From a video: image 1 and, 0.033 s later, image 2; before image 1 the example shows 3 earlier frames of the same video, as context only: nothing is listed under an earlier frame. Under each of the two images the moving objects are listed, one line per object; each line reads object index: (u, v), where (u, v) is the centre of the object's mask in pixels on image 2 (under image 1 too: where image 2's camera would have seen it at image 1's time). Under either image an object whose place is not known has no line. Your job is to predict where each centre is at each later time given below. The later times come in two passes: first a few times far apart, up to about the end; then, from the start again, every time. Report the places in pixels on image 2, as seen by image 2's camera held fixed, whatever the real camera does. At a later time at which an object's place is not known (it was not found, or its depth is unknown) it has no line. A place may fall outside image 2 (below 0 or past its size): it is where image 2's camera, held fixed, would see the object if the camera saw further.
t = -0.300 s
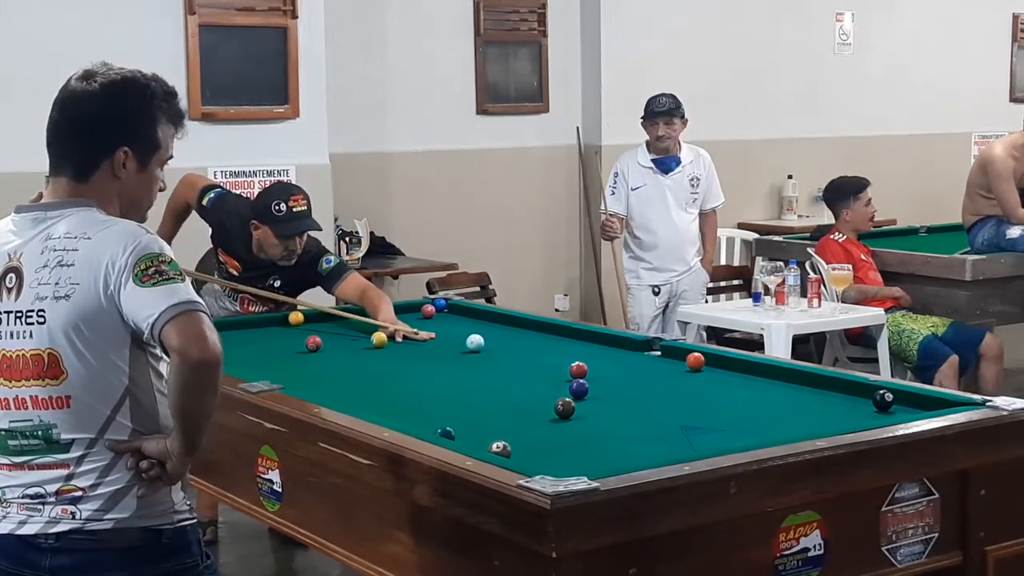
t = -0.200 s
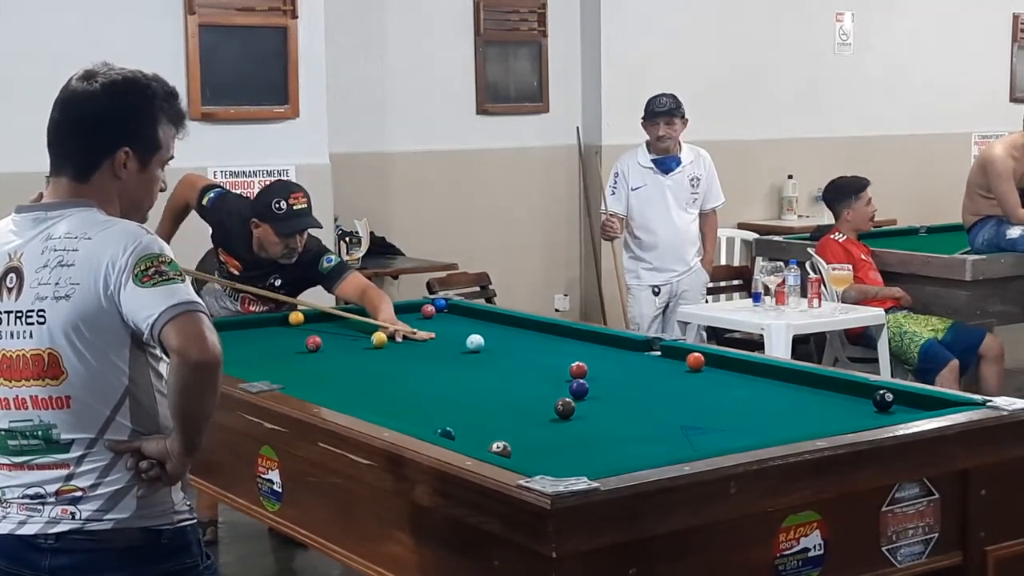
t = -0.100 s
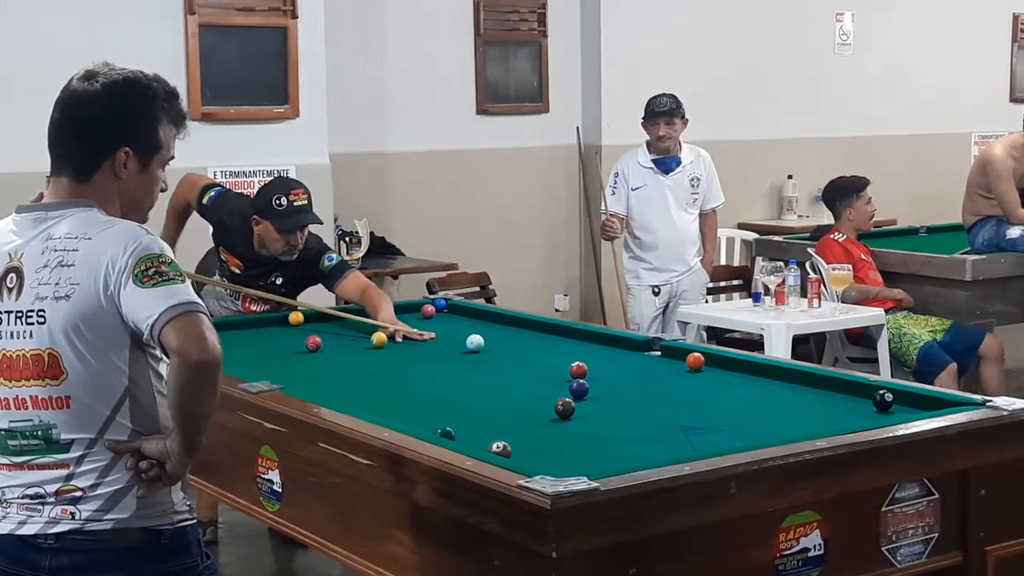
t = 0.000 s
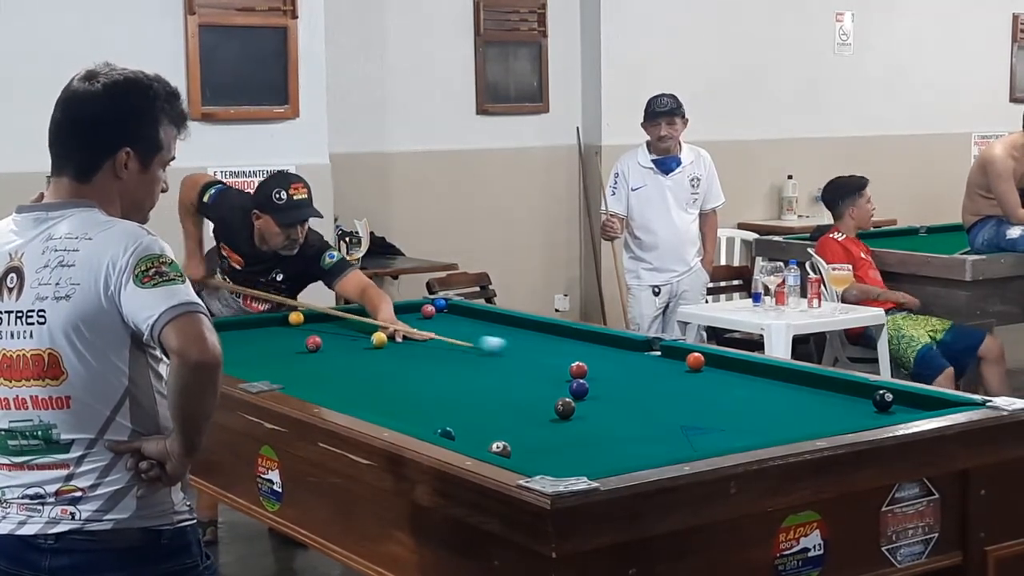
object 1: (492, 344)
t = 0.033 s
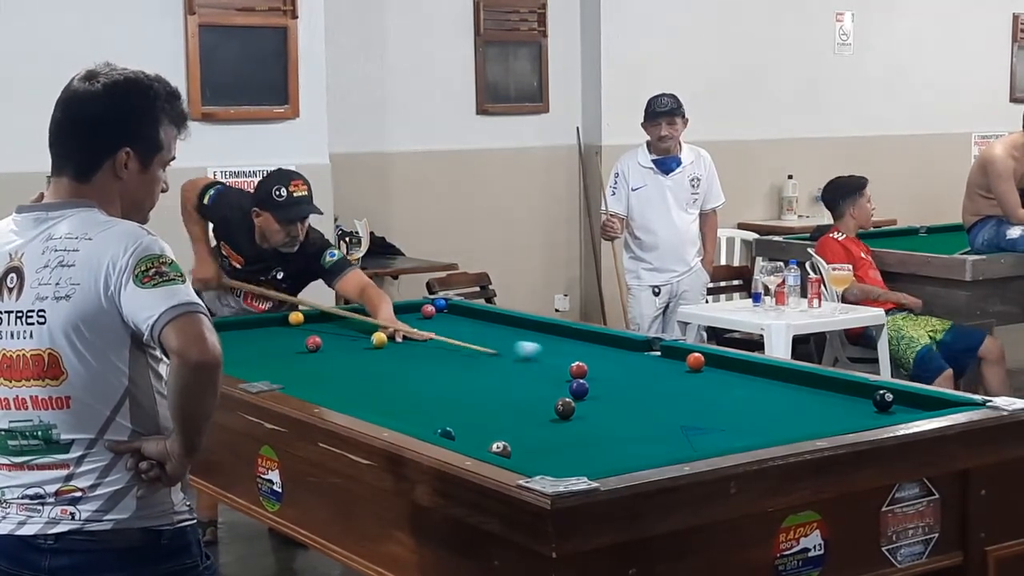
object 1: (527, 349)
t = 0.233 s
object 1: (757, 381)
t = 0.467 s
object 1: (888, 406)
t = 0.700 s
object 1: (898, 410)
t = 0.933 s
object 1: (851, 412)
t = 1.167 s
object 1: (808, 411)
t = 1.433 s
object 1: (762, 408)
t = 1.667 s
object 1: (726, 406)
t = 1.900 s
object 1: (694, 404)
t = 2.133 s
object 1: (664, 402)
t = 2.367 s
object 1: (638, 400)
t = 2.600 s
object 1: (614, 398)
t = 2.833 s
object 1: (595, 397)
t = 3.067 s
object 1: (578, 395)
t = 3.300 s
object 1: (563, 392)
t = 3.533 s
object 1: (551, 393)
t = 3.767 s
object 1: (543, 393)
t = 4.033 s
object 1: (536, 392)
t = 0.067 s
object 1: (563, 354)
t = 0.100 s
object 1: (601, 359)
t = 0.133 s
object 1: (638, 365)
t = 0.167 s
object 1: (676, 371)
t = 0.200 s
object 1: (717, 376)
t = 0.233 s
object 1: (757, 381)
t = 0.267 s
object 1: (799, 387)
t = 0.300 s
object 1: (841, 393)
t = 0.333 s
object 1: (865, 398)
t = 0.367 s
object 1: (872, 400)
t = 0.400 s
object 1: (878, 402)
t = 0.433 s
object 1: (883, 405)
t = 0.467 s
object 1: (888, 406)
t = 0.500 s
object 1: (893, 407)
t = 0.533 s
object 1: (897, 408)
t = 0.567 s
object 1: (902, 408)
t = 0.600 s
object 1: (907, 410)
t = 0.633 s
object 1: (911, 410)
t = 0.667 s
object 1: (905, 410)
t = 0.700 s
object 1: (898, 410)
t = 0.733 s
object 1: (891, 411)
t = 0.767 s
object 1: (884, 410)
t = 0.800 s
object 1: (877, 410)
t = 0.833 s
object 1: (870, 411)
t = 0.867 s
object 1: (864, 412)
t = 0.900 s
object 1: (858, 412)
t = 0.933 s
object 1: (851, 412)
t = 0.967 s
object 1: (845, 413)
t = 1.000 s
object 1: (838, 412)
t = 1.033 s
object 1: (832, 411)
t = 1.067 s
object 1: (826, 411)
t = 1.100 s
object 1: (820, 411)
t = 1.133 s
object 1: (814, 410)
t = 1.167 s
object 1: (808, 411)
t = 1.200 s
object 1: (802, 410)
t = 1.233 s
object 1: (796, 409)
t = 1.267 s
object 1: (790, 409)
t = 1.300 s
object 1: (784, 410)
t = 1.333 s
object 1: (779, 409)
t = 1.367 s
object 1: (773, 408)
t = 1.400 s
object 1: (768, 408)
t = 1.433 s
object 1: (762, 408)
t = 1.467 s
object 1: (757, 408)
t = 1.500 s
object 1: (752, 407)
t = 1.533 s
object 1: (747, 407)
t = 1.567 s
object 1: (741, 407)
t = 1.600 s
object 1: (736, 406)
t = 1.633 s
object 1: (731, 406)
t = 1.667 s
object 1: (726, 406)
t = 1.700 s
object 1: (721, 406)
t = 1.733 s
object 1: (717, 405)
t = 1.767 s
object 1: (712, 405)
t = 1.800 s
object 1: (707, 405)
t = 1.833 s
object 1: (702, 405)
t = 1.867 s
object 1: (698, 404)
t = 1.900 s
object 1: (694, 404)
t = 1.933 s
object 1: (689, 404)
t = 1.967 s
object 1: (685, 404)
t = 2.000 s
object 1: (681, 403)
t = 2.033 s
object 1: (676, 403)
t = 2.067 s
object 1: (672, 402)
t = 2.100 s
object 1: (668, 402)
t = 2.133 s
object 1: (664, 402)
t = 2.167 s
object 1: (660, 402)
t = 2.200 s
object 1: (656, 401)
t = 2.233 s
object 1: (652, 401)
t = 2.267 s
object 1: (649, 401)
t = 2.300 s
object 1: (645, 400)
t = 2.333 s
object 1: (641, 400)
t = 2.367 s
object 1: (638, 400)
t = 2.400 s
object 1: (634, 400)
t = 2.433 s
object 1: (631, 399)
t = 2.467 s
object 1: (627, 399)
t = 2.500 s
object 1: (624, 399)
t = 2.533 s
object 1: (621, 399)
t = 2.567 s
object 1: (618, 399)
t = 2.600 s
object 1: (614, 398)
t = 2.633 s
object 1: (611, 398)
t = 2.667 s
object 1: (609, 398)
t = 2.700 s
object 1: (606, 398)
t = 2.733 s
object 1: (603, 397)
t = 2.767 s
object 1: (600, 397)
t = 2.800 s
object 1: (597, 397)
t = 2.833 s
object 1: (595, 397)
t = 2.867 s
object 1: (592, 396)
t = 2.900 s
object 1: (590, 396)
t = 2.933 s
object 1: (587, 396)
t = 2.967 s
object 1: (585, 396)
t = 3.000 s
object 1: (582, 396)
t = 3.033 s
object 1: (580, 395)
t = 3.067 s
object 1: (578, 395)
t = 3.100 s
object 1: (576, 394)
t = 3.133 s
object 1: (574, 394)
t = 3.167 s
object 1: (572, 393)
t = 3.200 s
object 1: (570, 393)
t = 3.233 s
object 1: (567, 392)
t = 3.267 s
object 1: (565, 392)
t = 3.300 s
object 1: (563, 392)
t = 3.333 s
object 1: (561, 392)
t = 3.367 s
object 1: (559, 392)
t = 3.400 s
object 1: (557, 392)
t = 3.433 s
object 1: (555, 393)
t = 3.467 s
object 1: (554, 393)
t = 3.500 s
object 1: (552, 393)
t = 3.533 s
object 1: (551, 393)
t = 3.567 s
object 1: (550, 393)
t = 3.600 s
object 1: (549, 393)
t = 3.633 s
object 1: (547, 393)
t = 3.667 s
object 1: (546, 393)
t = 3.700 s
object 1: (545, 393)
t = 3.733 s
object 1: (544, 393)
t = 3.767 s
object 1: (543, 393)
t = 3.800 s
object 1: (542, 393)
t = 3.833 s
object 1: (541, 393)
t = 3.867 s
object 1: (540, 393)
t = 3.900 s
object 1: (539, 393)
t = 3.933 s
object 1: (538, 393)
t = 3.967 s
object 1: (537, 393)
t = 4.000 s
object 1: (537, 392)
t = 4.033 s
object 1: (536, 392)
